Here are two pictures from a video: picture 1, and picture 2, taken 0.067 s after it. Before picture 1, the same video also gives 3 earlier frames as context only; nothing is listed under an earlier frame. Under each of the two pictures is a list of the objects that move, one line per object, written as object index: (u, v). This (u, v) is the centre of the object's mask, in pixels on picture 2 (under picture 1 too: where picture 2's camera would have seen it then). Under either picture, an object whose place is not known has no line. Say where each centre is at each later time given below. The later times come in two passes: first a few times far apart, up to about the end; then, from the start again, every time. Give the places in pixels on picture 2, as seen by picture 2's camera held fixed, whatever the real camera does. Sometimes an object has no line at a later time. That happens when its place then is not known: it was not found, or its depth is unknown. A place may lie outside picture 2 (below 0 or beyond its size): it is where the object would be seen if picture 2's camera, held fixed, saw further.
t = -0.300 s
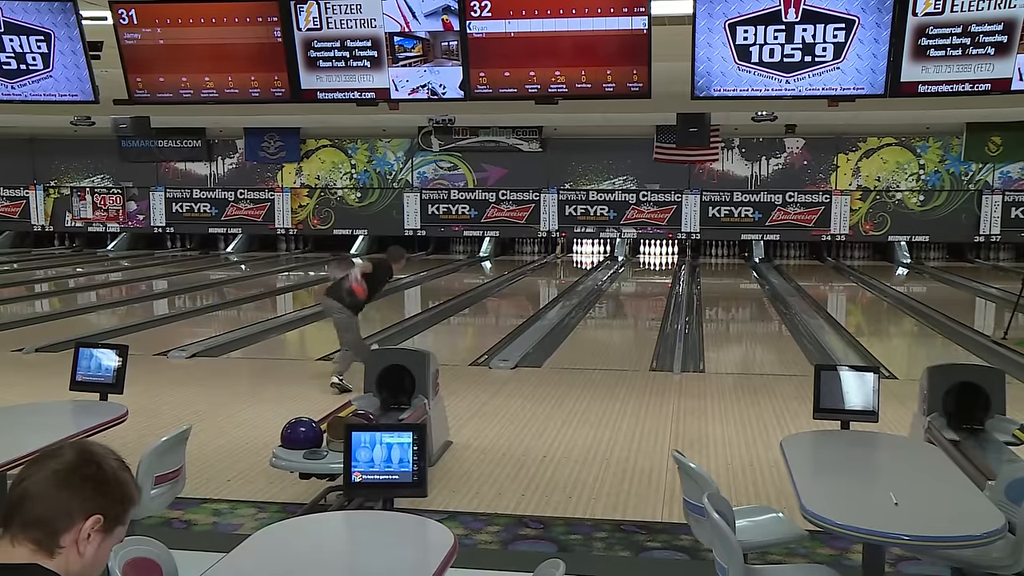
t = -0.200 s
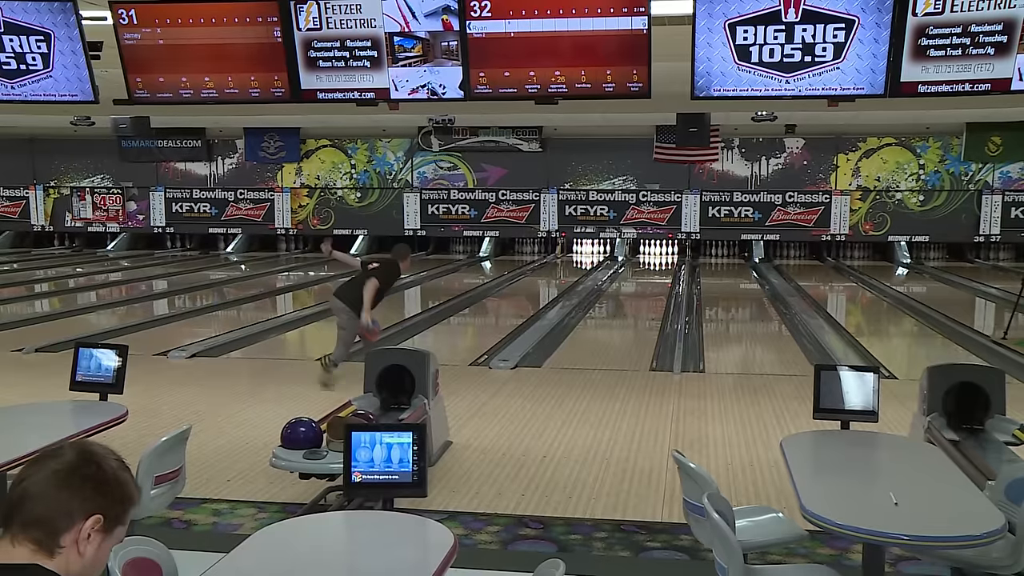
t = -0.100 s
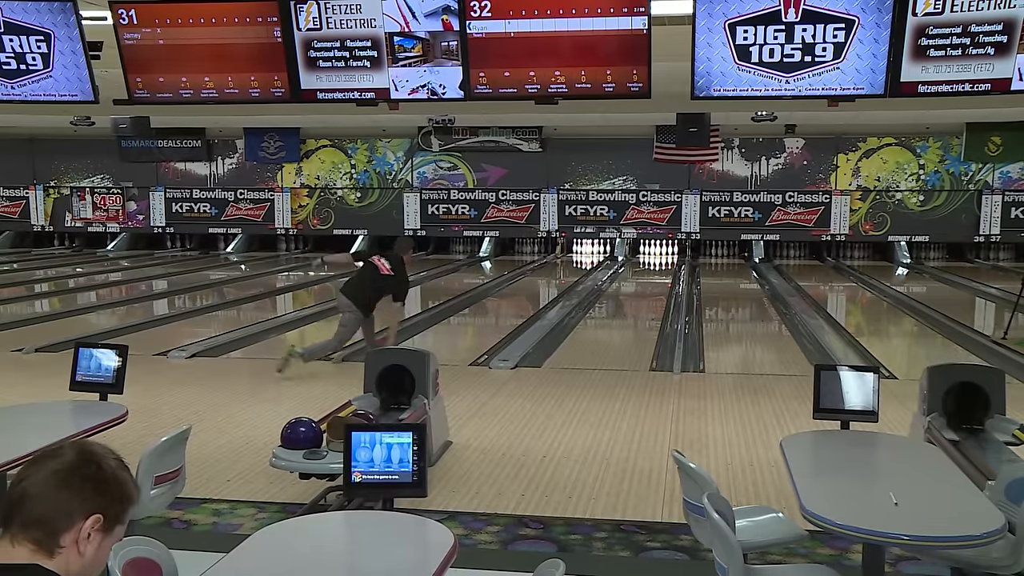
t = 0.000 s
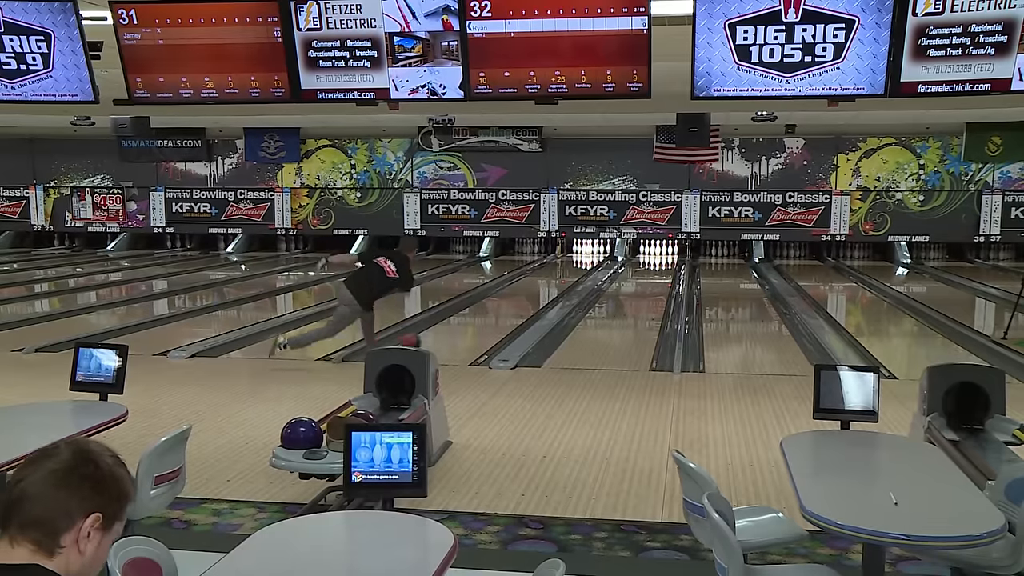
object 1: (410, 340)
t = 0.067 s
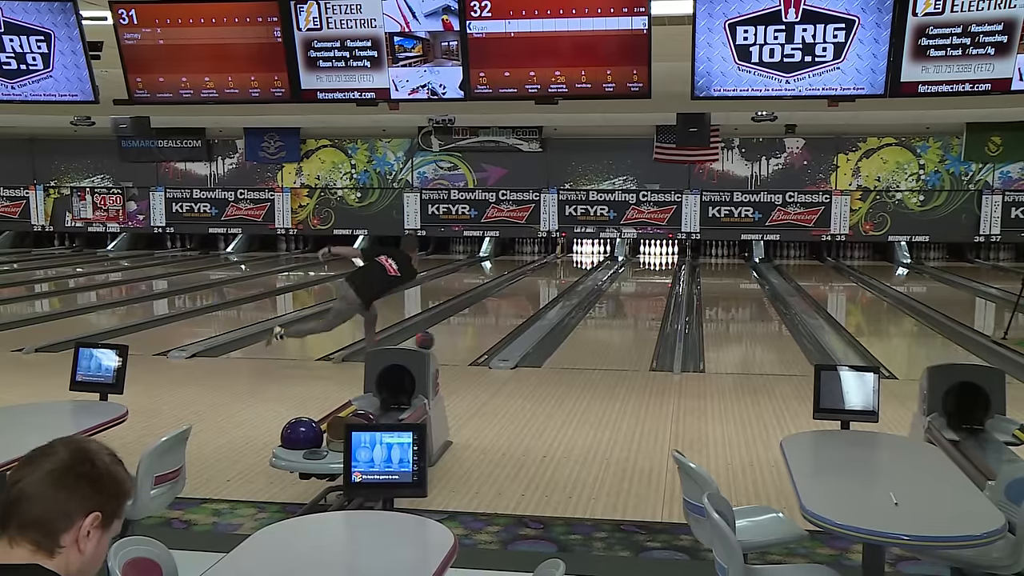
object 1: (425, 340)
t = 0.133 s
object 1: (437, 335)
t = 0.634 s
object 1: (506, 301)
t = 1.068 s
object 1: (542, 282)
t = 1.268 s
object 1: (554, 275)
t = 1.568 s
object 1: (569, 266)
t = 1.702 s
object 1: (575, 264)
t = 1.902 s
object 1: (581, 260)
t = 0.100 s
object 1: (431, 337)
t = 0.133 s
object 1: (437, 335)
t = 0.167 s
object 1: (443, 331)
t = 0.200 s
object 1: (449, 329)
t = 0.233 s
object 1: (454, 326)
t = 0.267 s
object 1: (461, 322)
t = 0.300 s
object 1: (465, 320)
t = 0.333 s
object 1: (469, 318)
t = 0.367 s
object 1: (474, 315)
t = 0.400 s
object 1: (478, 312)
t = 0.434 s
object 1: (482, 311)
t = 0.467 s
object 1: (487, 309)
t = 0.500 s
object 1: (491, 307)
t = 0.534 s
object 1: (494, 306)
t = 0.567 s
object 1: (499, 304)
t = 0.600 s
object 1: (502, 302)
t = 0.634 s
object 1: (506, 301)
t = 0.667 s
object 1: (509, 299)
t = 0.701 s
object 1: (513, 297)
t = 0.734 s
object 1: (516, 296)
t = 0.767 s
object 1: (518, 294)
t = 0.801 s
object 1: (522, 293)
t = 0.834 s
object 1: (525, 291)
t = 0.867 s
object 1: (528, 290)
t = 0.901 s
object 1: (530, 288)
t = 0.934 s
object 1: (533, 287)
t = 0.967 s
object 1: (536, 286)
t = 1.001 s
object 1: (538, 284)
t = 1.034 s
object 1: (540, 283)
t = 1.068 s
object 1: (542, 282)
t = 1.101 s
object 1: (544, 281)
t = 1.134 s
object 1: (547, 280)
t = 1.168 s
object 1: (549, 278)
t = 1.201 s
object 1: (551, 278)
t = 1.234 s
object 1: (553, 276)
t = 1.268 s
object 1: (554, 275)
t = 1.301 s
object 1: (557, 274)
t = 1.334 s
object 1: (559, 272)
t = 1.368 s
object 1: (560, 272)
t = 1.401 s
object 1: (561, 272)
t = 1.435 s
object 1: (564, 270)
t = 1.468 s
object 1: (565, 269)
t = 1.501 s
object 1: (567, 269)
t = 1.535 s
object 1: (568, 267)
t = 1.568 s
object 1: (569, 266)
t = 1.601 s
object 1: (571, 266)
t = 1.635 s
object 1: (572, 265)
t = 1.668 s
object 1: (574, 264)
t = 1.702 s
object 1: (575, 264)
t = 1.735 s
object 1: (577, 263)
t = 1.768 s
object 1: (577, 263)
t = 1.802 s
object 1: (578, 262)
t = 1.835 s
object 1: (579, 261)
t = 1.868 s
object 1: (580, 261)
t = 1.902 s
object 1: (581, 260)
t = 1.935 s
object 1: (582, 259)
